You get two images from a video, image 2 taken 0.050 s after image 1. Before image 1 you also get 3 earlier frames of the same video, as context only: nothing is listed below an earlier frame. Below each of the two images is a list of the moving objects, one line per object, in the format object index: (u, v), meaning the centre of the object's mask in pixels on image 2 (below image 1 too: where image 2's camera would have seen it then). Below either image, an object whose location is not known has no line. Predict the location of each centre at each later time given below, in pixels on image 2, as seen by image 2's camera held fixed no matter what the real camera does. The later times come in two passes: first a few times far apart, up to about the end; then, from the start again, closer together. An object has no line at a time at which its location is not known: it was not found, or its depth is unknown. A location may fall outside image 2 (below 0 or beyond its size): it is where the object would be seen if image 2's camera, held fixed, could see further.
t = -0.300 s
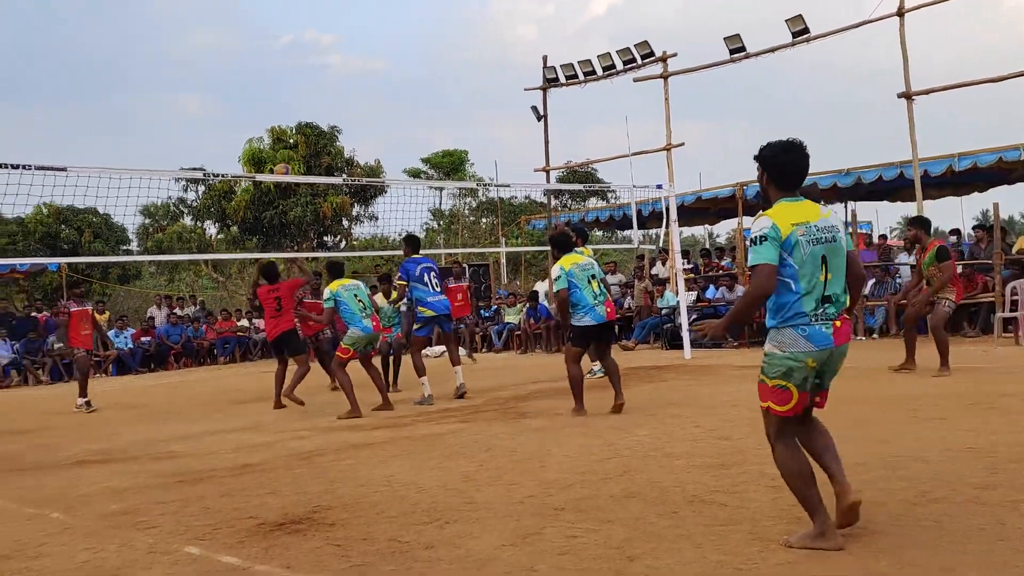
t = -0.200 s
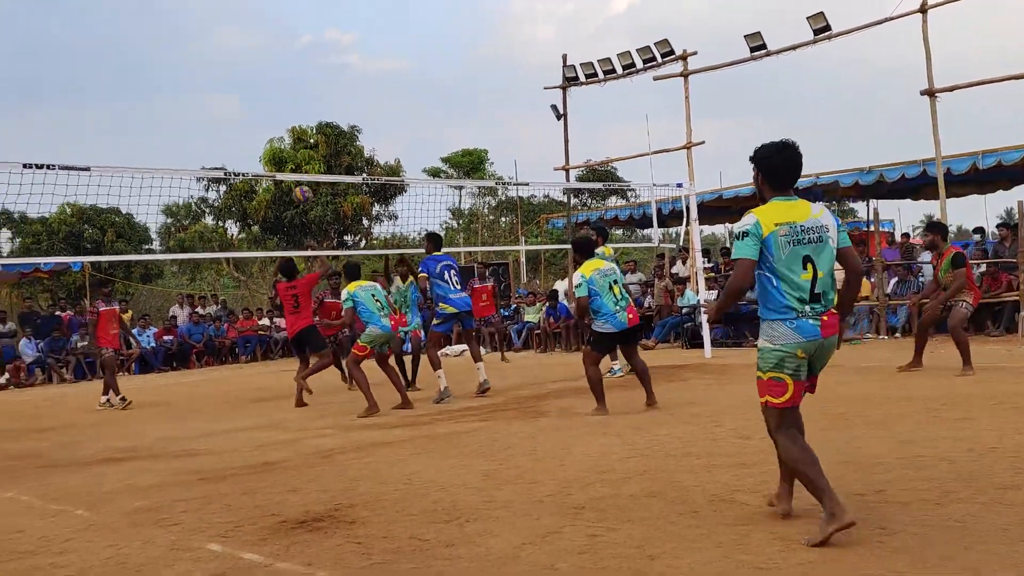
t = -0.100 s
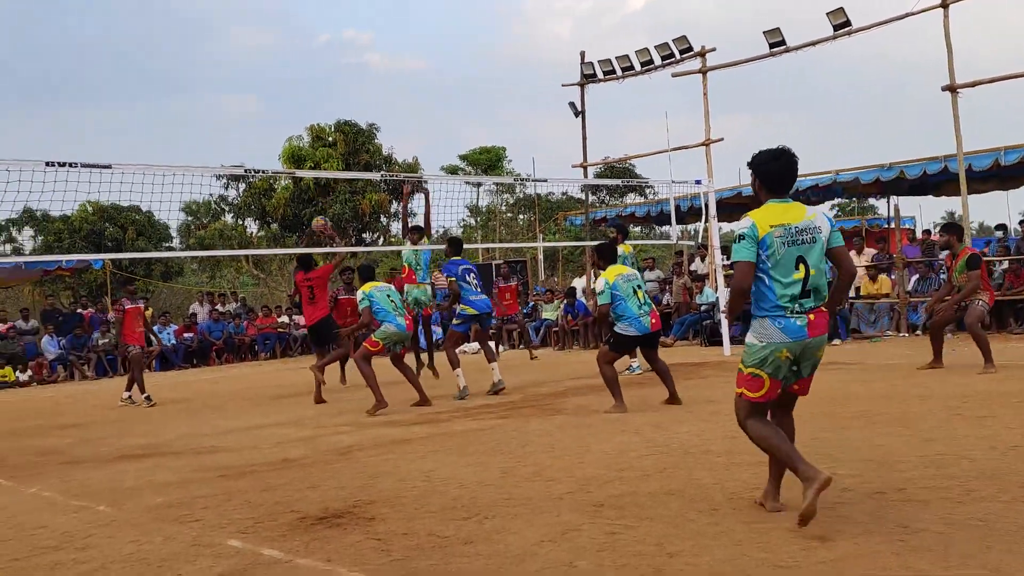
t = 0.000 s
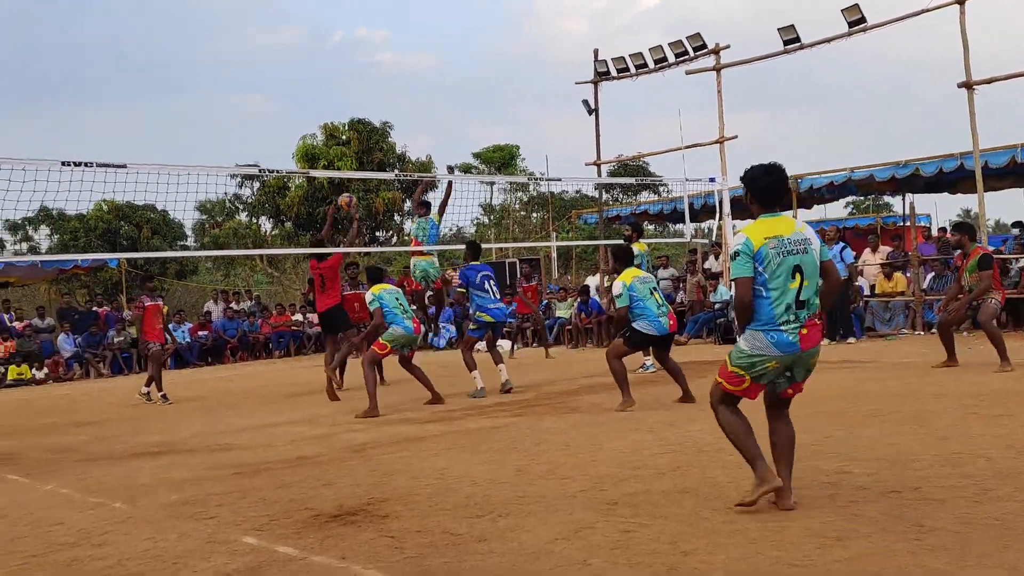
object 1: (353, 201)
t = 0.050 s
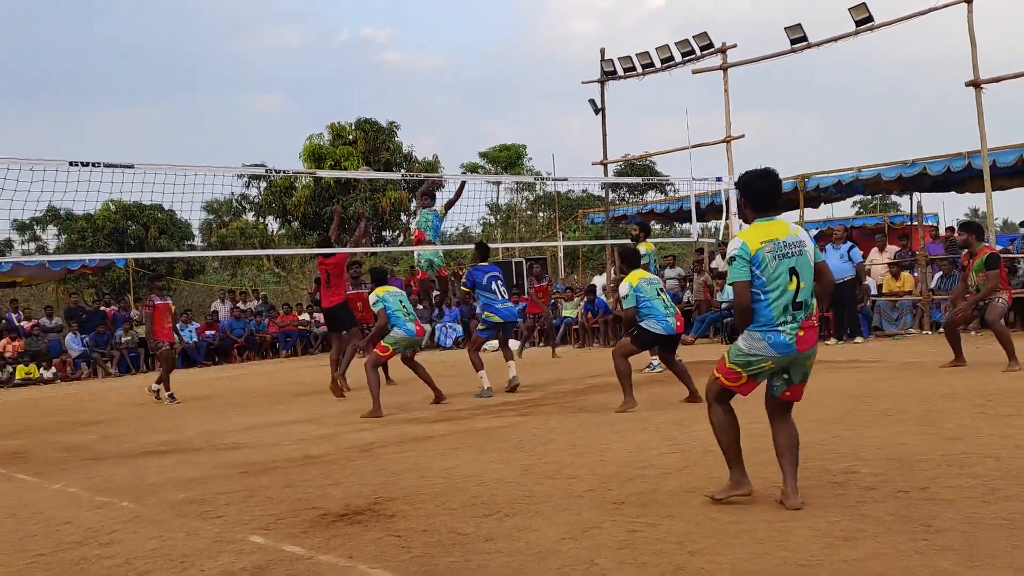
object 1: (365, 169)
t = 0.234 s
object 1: (405, 99)
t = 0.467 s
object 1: (452, 45)
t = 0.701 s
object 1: (497, 34)
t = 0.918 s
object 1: (534, 60)
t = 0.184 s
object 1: (395, 117)
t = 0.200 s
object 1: (398, 111)
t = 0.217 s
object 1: (402, 105)
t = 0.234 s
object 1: (405, 99)
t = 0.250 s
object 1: (409, 94)
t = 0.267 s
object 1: (412, 88)
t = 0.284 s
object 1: (416, 84)
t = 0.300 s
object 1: (419, 79)
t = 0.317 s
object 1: (422, 74)
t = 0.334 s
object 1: (426, 70)
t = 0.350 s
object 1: (429, 66)
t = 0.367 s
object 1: (433, 63)
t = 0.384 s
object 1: (436, 59)
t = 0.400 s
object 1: (439, 56)
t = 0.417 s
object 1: (442, 53)
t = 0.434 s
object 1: (446, 50)
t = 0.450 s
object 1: (449, 47)
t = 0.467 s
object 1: (452, 45)
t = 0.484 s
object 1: (456, 43)
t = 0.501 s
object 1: (459, 41)
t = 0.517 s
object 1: (462, 39)
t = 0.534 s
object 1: (465, 37)
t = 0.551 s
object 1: (468, 36)
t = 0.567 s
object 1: (472, 35)
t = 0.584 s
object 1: (475, 34)
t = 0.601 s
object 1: (478, 33)
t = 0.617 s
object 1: (481, 33)
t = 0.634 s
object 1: (484, 32)
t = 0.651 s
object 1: (487, 32)
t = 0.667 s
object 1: (491, 32)
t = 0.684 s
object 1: (494, 33)
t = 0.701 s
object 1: (497, 34)
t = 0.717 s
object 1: (500, 35)
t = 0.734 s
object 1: (503, 35)
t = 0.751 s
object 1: (506, 37)
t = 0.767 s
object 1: (508, 38)
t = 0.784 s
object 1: (511, 40)
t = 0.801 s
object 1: (514, 42)
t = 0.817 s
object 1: (517, 44)
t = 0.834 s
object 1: (520, 46)
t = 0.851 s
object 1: (523, 49)
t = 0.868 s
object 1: (525, 51)
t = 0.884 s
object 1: (528, 54)
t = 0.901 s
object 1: (531, 57)
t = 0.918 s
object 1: (534, 60)
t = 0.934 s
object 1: (536, 63)
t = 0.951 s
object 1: (539, 67)
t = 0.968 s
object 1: (542, 71)
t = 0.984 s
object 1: (544, 75)
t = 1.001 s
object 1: (547, 79)
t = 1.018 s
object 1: (550, 83)
